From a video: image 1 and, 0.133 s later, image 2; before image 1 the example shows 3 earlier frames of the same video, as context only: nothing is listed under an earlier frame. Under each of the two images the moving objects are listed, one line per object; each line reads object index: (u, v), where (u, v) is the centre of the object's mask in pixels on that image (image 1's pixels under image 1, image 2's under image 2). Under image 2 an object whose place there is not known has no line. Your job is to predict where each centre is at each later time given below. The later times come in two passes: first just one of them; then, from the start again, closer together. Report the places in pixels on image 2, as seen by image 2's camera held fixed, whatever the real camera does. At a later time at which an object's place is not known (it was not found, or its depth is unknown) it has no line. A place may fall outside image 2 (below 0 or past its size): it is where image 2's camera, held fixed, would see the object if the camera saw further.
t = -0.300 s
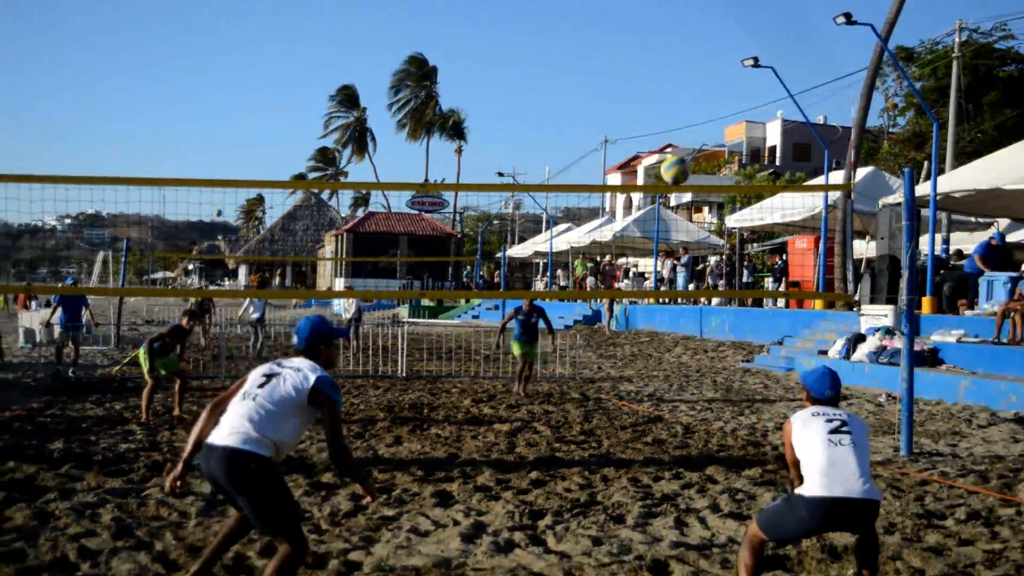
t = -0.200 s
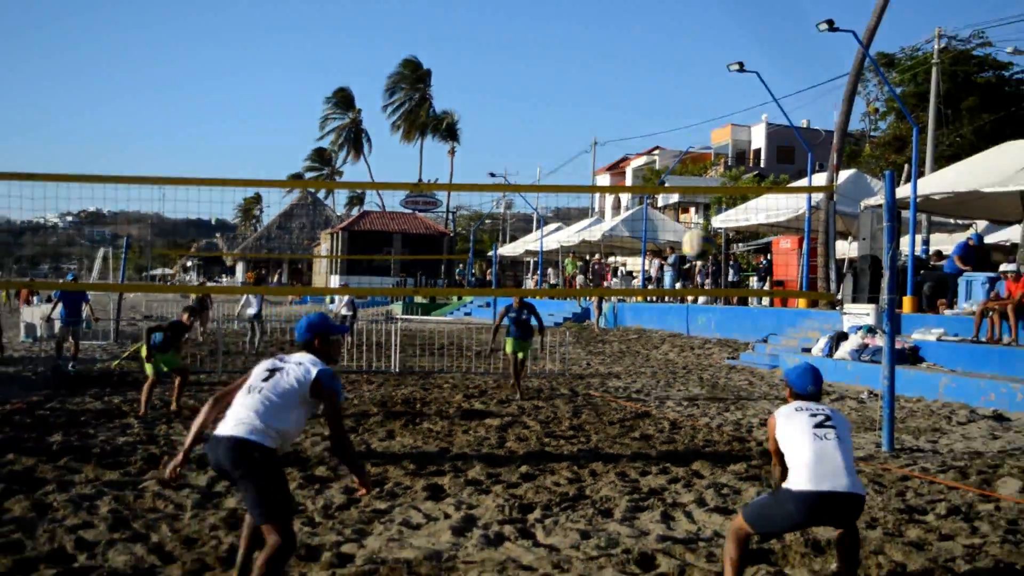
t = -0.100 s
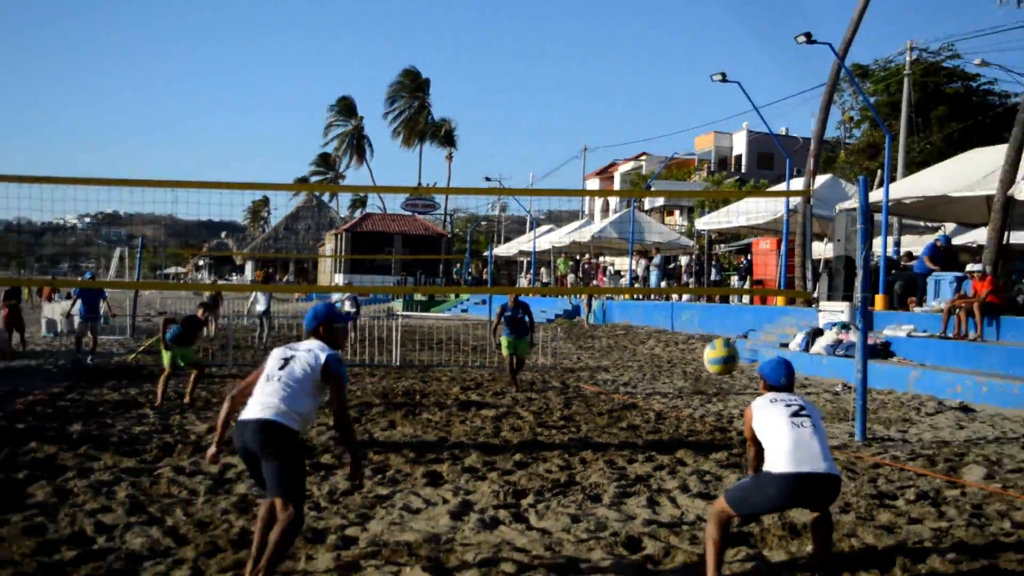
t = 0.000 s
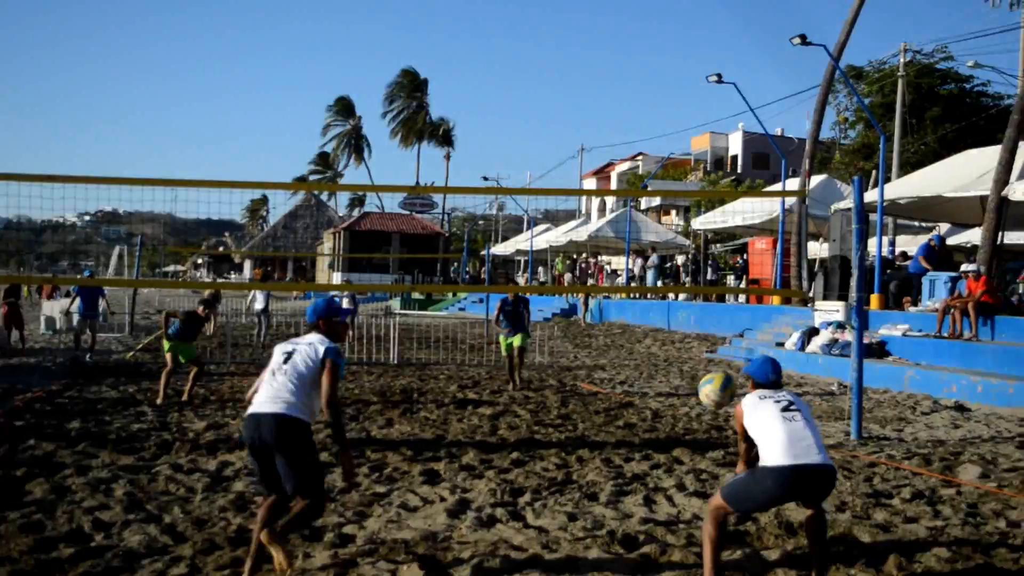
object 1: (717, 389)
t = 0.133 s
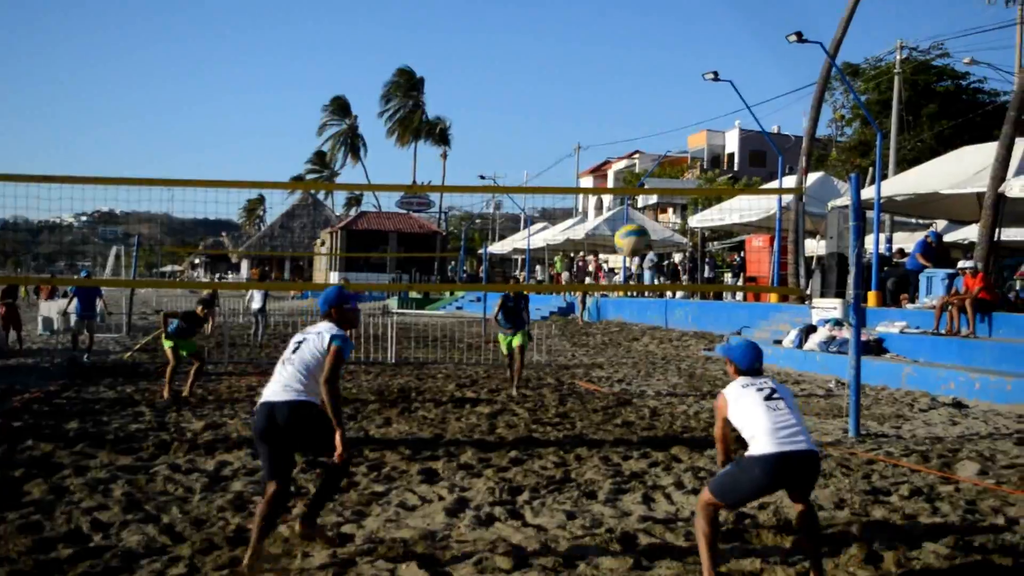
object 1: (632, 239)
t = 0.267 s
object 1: (557, 123)
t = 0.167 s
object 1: (612, 205)
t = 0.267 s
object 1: (557, 123)
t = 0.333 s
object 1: (520, 82)
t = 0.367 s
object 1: (503, 65)
